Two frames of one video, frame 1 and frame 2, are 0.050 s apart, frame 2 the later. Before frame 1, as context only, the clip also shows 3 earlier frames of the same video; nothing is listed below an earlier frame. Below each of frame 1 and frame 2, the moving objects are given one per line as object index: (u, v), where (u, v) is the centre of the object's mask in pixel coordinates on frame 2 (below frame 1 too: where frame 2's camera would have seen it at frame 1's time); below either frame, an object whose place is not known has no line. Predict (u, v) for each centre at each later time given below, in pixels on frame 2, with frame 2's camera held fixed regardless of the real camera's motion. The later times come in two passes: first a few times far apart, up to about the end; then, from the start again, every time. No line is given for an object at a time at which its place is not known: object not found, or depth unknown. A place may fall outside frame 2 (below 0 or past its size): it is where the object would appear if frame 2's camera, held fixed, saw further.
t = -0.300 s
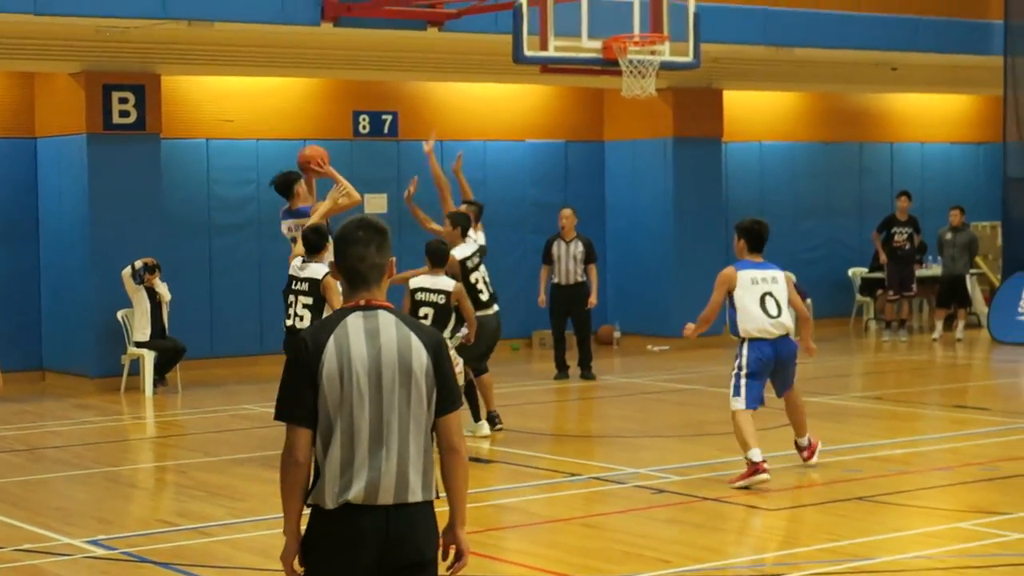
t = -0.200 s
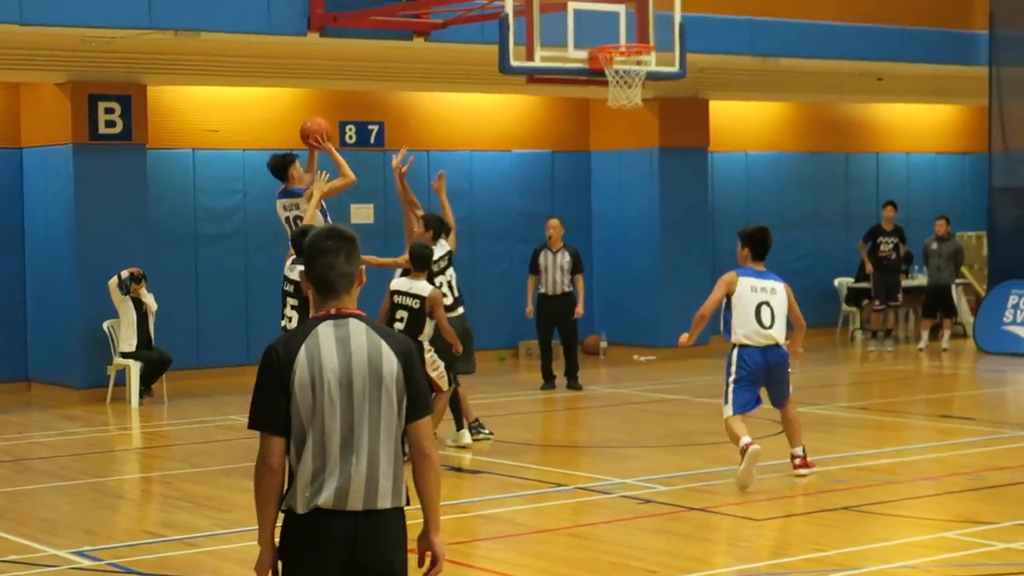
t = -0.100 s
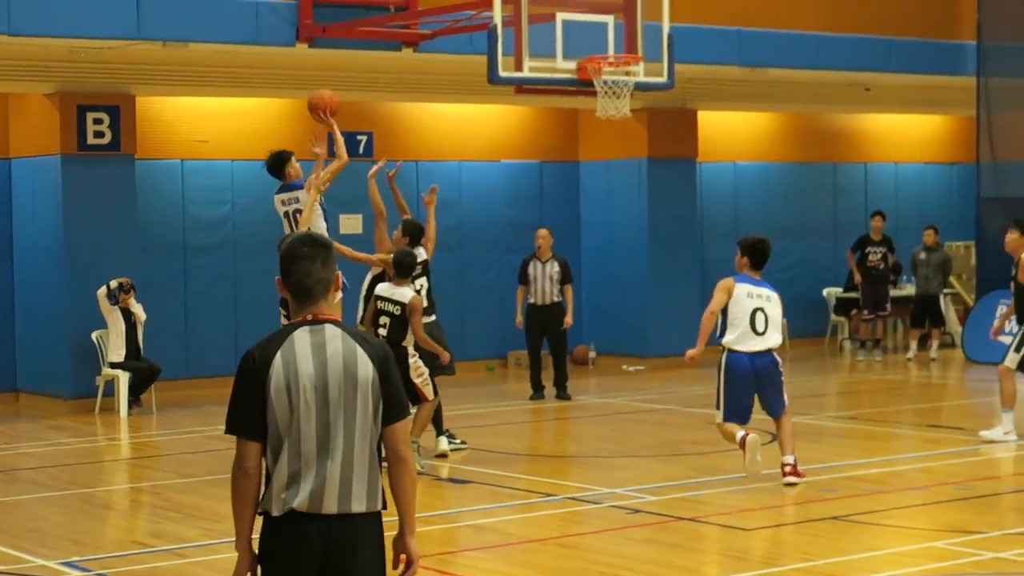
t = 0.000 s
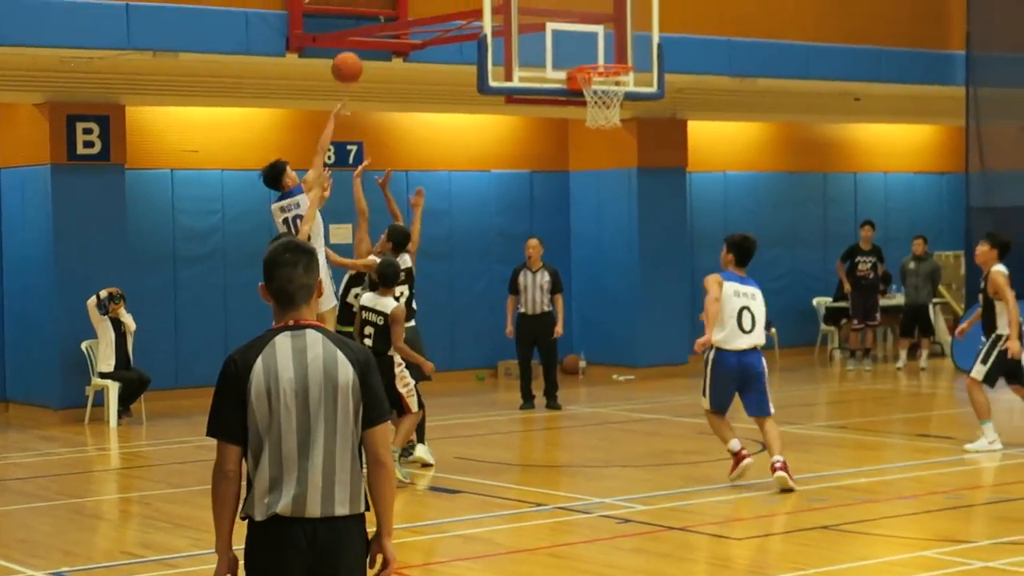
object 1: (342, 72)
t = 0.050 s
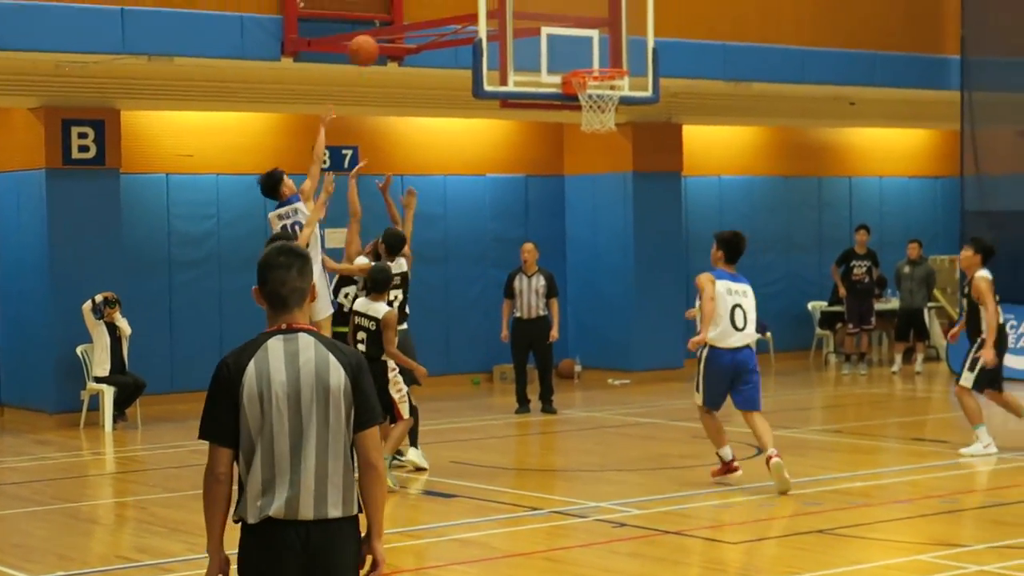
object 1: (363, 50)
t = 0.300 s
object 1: (464, -4)
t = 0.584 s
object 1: (575, 27)
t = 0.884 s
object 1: (563, 41)
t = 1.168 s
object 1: (483, 85)
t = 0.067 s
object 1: (370, 44)
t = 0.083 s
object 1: (377, 39)
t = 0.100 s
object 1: (384, 32)
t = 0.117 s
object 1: (391, 28)
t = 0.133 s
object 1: (397, 23)
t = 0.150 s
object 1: (403, 19)
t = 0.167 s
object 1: (410, 13)
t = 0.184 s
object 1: (418, 10)
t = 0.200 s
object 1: (425, 7)
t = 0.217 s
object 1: (431, 4)
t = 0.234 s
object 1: (438, 2)
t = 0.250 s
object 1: (445, 0)
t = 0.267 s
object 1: (451, -1)
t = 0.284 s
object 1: (457, -3)
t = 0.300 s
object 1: (464, -4)
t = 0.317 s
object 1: (471, -5)
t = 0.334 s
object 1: (478, -5)
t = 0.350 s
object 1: (484, -5)
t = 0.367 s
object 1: (490, -7)
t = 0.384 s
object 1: (498, -6)
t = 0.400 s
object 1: (505, -5)
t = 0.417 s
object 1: (511, -3)
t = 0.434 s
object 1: (518, -2)
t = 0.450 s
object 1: (524, 0)
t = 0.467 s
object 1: (530, 2)
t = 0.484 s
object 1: (537, 5)
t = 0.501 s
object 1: (543, 7)
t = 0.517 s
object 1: (550, 11)
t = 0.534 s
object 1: (556, 14)
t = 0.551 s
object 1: (563, 18)
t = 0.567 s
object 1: (569, 22)
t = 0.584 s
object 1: (575, 27)
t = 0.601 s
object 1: (582, 32)
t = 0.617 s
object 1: (588, 37)
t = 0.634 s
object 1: (595, 43)
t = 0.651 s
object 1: (601, 48)
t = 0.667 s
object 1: (607, 55)
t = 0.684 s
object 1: (614, 59)
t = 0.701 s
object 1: (615, 61)
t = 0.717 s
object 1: (611, 58)
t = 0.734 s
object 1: (606, 56)
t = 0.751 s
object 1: (601, 54)
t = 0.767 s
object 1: (596, 51)
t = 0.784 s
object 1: (591, 49)
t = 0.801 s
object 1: (587, 46)
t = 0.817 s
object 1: (582, 44)
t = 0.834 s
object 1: (578, 43)
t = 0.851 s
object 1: (573, 42)
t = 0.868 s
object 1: (568, 41)
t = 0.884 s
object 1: (563, 41)
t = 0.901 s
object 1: (559, 40)
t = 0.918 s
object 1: (554, 41)
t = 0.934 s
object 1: (549, 41)
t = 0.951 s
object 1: (545, 42)
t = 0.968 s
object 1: (540, 43)
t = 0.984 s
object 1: (535, 44)
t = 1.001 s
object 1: (530, 46)
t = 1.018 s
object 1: (526, 48)
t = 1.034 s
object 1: (521, 51)
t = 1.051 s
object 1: (516, 54)
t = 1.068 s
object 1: (511, 57)
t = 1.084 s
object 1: (507, 61)
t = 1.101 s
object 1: (502, 65)
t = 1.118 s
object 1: (497, 70)
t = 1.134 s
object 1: (492, 74)
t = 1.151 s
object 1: (486, 79)
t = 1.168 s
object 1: (483, 85)
